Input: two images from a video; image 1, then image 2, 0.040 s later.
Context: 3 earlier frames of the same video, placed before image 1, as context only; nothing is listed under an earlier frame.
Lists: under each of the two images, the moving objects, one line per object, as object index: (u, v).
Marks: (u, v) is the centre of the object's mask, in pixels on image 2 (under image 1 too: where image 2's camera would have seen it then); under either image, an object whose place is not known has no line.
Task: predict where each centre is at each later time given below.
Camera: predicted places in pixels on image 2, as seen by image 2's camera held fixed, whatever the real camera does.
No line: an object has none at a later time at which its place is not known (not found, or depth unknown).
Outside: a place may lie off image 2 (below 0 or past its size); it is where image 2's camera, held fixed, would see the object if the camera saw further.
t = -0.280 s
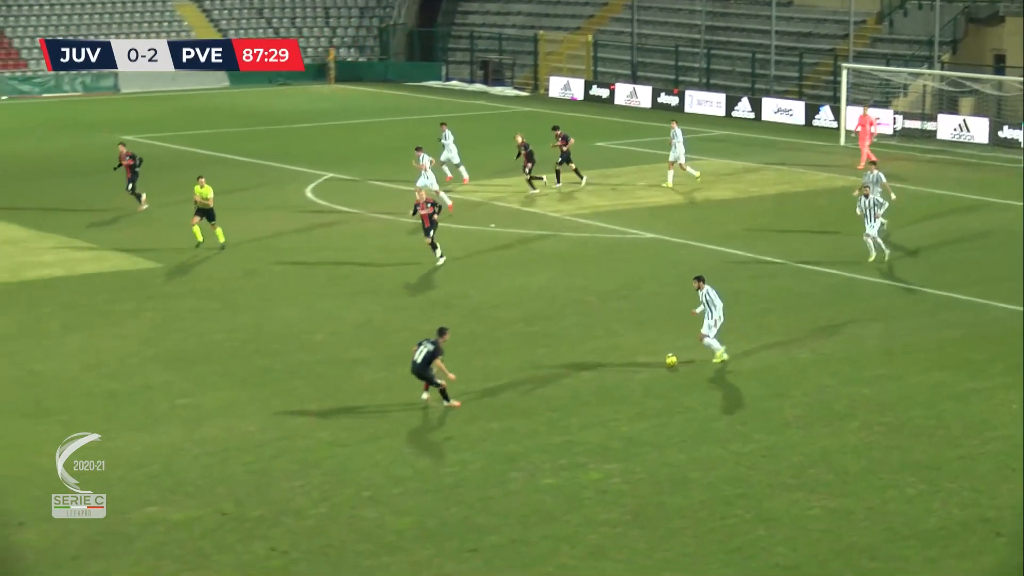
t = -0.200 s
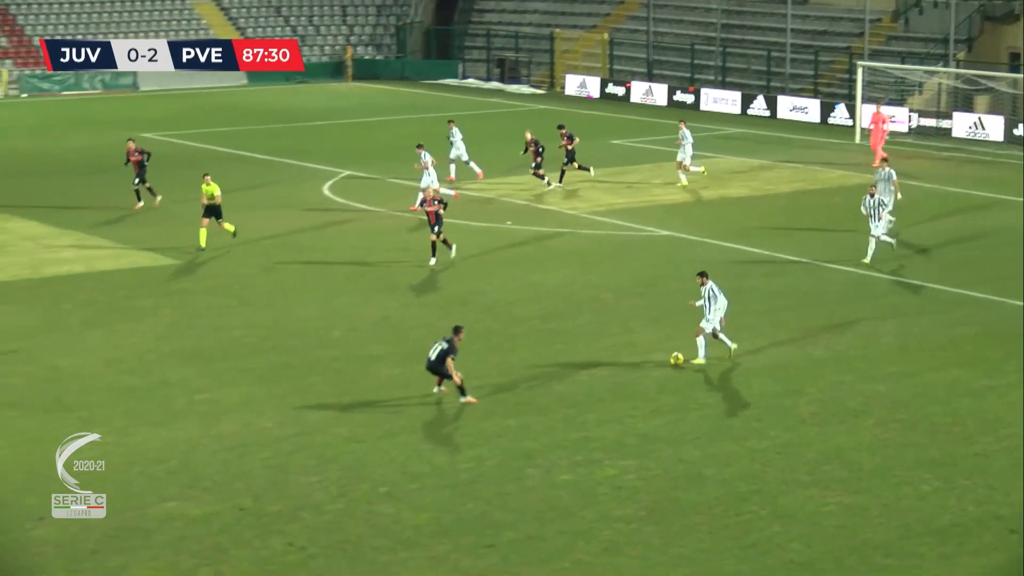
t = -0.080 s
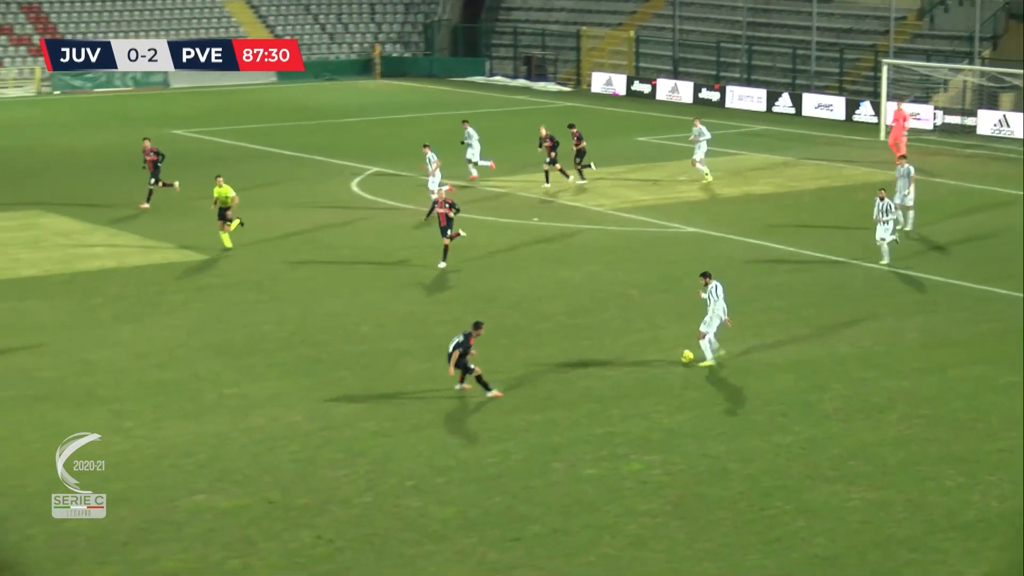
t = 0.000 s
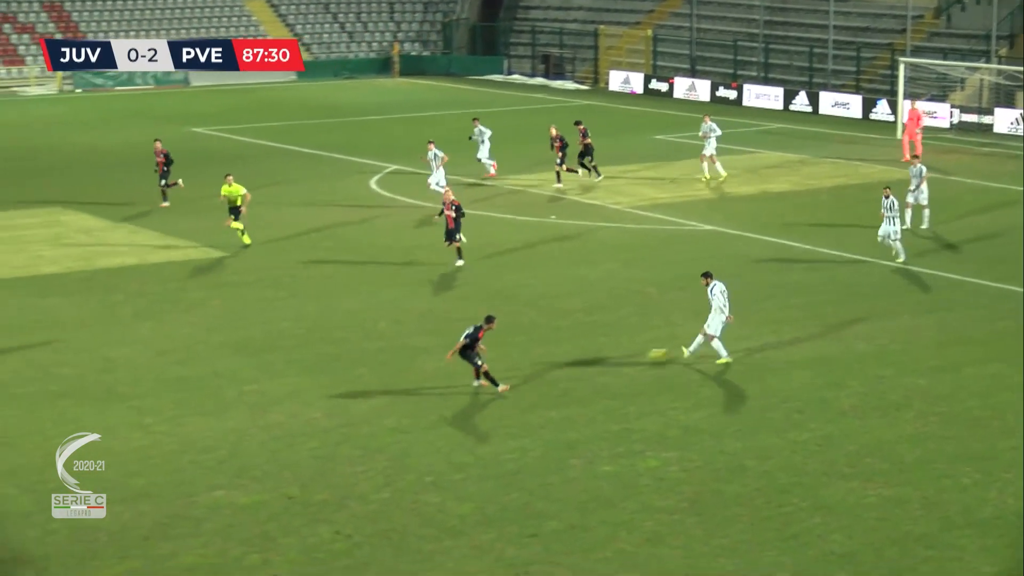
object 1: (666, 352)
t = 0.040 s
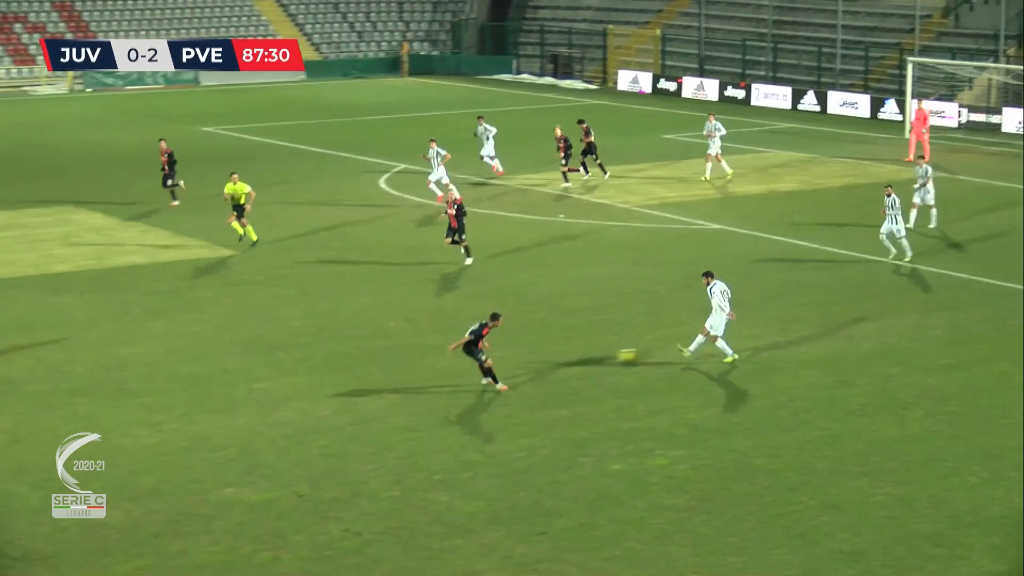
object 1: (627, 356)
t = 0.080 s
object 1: (591, 357)
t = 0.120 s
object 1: (556, 358)
